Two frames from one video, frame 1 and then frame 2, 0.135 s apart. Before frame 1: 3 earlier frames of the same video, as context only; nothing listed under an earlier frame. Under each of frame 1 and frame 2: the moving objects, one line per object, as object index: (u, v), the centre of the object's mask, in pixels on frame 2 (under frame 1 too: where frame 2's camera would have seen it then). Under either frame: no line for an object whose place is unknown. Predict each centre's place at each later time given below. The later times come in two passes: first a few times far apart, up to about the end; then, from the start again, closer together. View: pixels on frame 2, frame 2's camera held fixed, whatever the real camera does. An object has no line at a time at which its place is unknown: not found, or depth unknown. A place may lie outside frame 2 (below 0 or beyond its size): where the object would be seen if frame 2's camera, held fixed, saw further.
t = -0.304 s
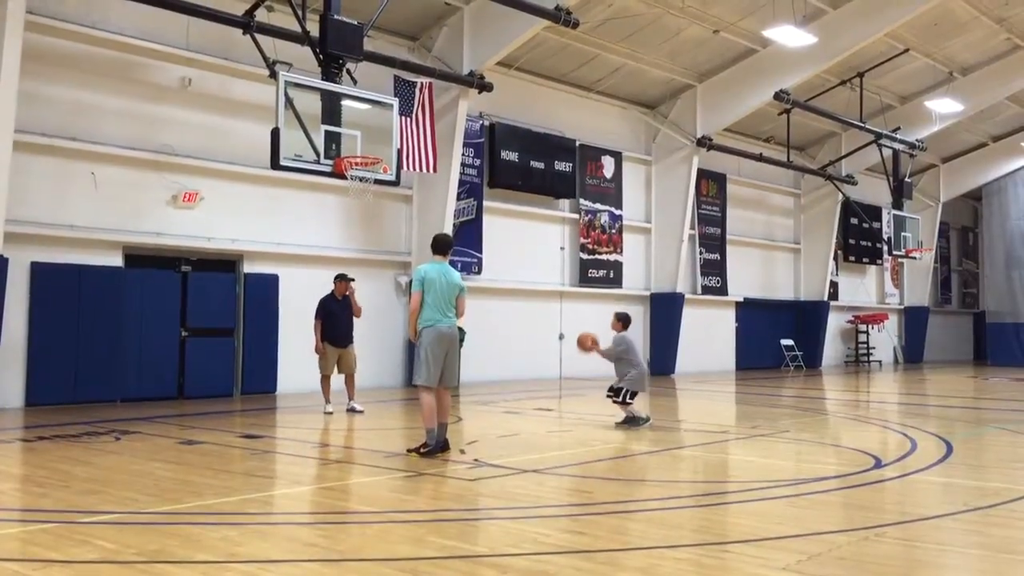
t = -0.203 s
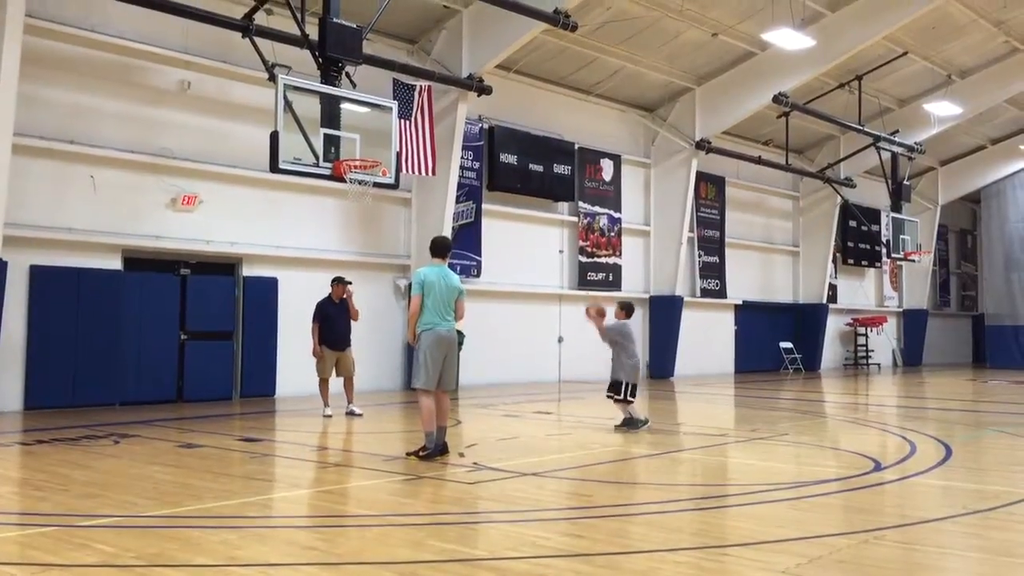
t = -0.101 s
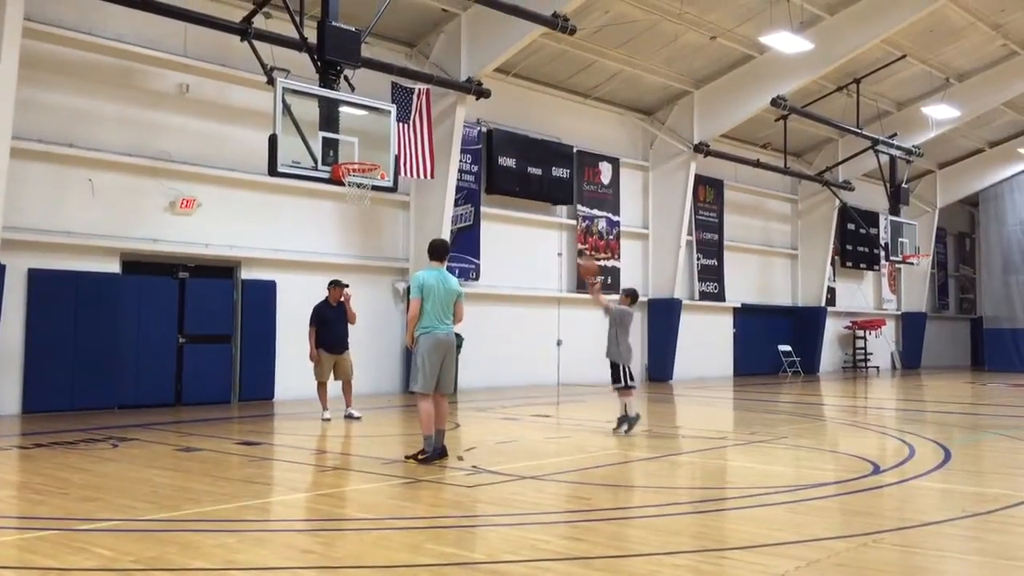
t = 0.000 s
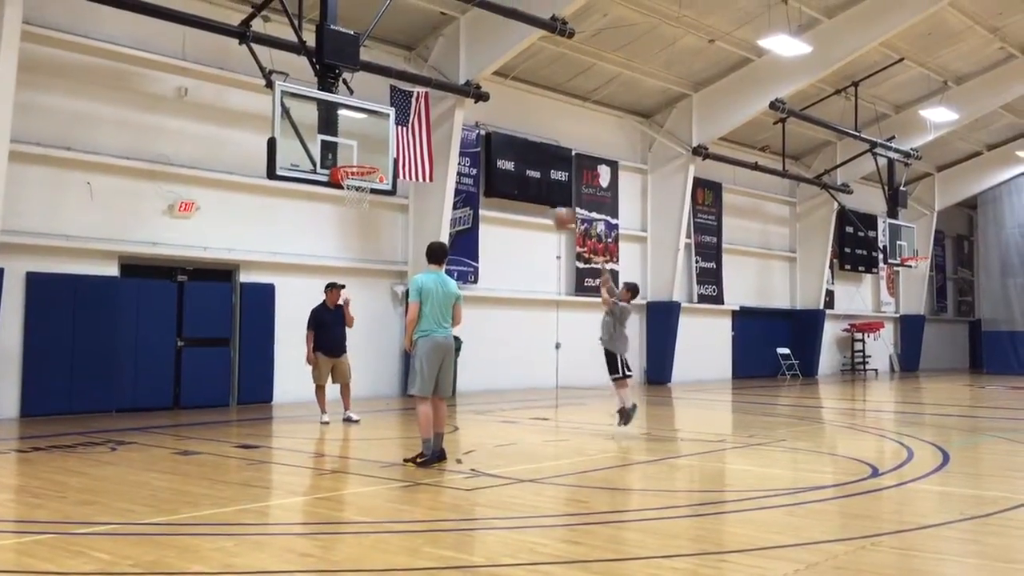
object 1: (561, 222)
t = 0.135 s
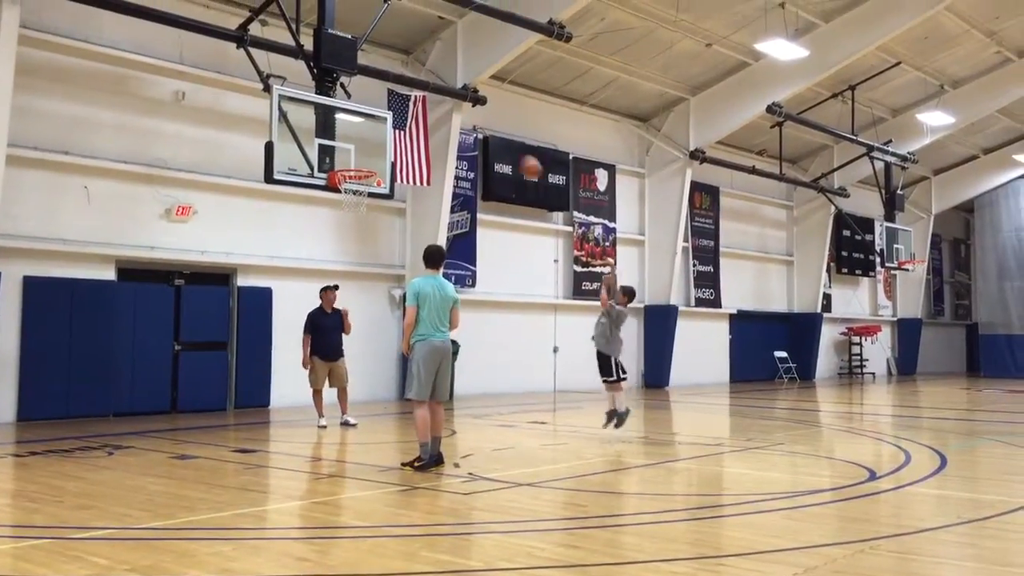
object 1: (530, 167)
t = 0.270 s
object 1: (501, 128)
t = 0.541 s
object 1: (444, 95)
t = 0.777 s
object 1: (394, 112)
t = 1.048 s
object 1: (347, 182)
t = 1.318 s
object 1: (371, 198)
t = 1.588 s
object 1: (381, 238)
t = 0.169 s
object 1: (523, 156)
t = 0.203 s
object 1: (516, 147)
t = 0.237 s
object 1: (508, 137)
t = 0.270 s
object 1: (501, 128)
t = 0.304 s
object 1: (493, 121)
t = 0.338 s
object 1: (486, 114)
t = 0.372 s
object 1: (479, 109)
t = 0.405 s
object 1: (472, 104)
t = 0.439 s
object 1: (465, 100)
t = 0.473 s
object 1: (458, 98)
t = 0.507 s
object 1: (451, 96)
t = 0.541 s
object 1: (444, 95)
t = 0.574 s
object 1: (437, 94)
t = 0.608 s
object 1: (430, 96)
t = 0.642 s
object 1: (423, 97)
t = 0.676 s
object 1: (415, 99)
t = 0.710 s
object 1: (408, 103)
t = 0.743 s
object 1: (401, 108)
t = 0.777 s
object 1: (394, 112)
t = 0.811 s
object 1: (385, 119)
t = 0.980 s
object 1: (350, 164)
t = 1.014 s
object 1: (345, 175)
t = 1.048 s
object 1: (347, 182)
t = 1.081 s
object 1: (353, 192)
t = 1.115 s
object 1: (356, 197)
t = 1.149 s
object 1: (360, 199)
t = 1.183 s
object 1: (364, 200)
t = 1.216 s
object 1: (366, 198)
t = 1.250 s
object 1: (368, 198)
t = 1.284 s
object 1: (370, 199)
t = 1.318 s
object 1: (371, 198)
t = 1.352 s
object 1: (373, 199)
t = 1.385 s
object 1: (374, 201)
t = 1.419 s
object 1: (375, 207)
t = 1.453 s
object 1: (376, 212)
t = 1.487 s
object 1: (378, 216)
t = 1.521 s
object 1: (379, 222)
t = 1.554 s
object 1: (380, 230)
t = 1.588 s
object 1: (381, 238)
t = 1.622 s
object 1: (382, 247)
